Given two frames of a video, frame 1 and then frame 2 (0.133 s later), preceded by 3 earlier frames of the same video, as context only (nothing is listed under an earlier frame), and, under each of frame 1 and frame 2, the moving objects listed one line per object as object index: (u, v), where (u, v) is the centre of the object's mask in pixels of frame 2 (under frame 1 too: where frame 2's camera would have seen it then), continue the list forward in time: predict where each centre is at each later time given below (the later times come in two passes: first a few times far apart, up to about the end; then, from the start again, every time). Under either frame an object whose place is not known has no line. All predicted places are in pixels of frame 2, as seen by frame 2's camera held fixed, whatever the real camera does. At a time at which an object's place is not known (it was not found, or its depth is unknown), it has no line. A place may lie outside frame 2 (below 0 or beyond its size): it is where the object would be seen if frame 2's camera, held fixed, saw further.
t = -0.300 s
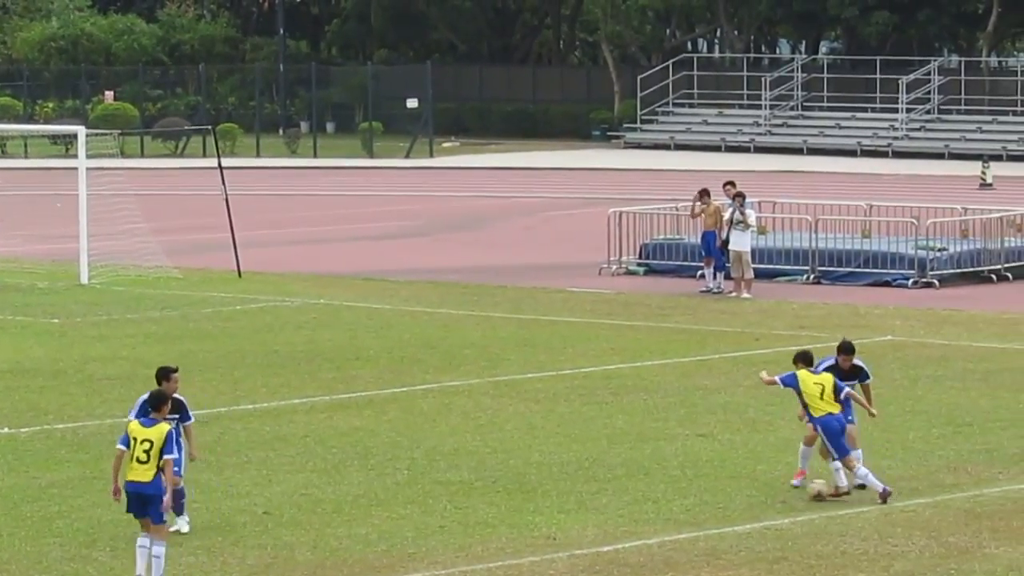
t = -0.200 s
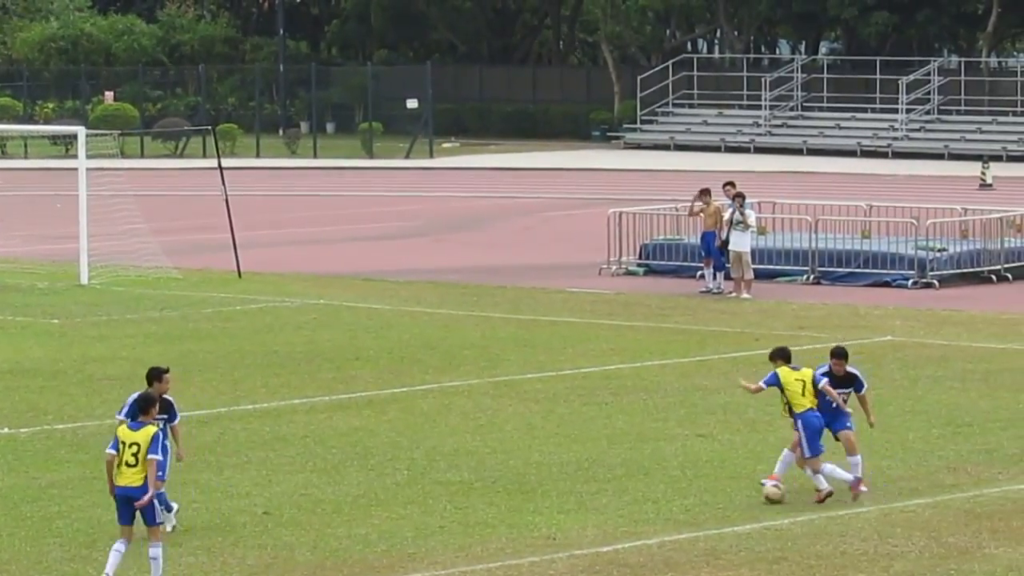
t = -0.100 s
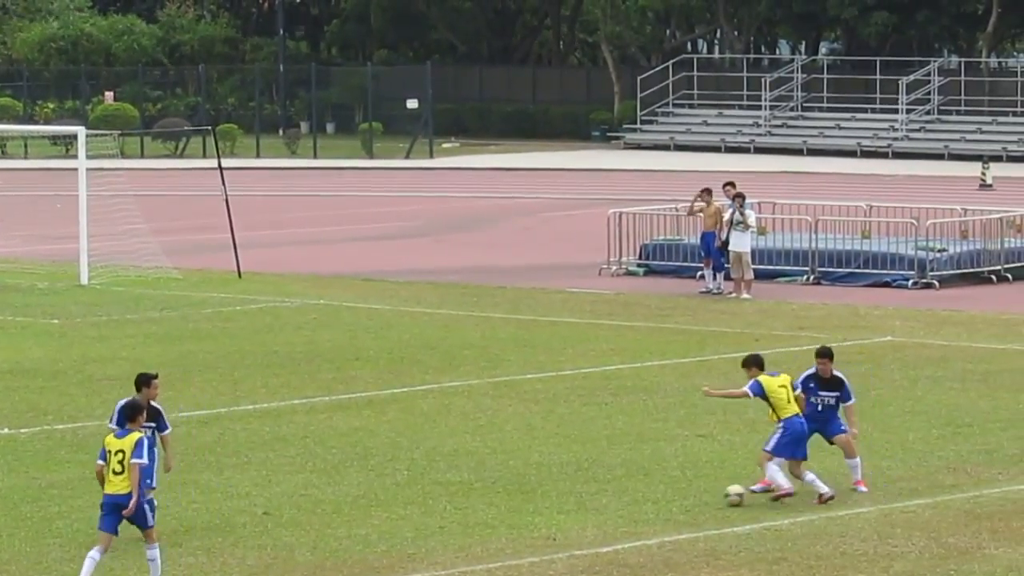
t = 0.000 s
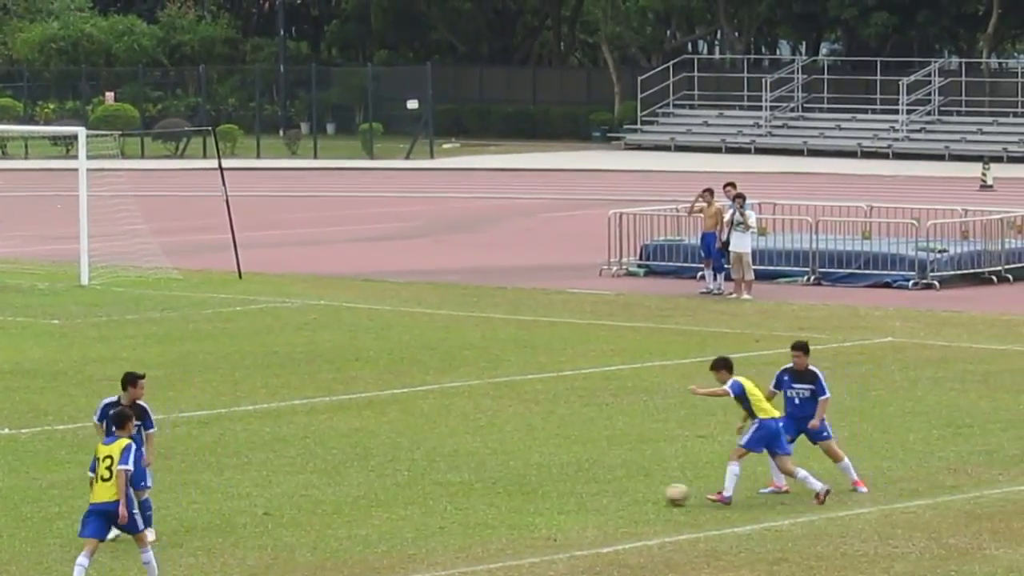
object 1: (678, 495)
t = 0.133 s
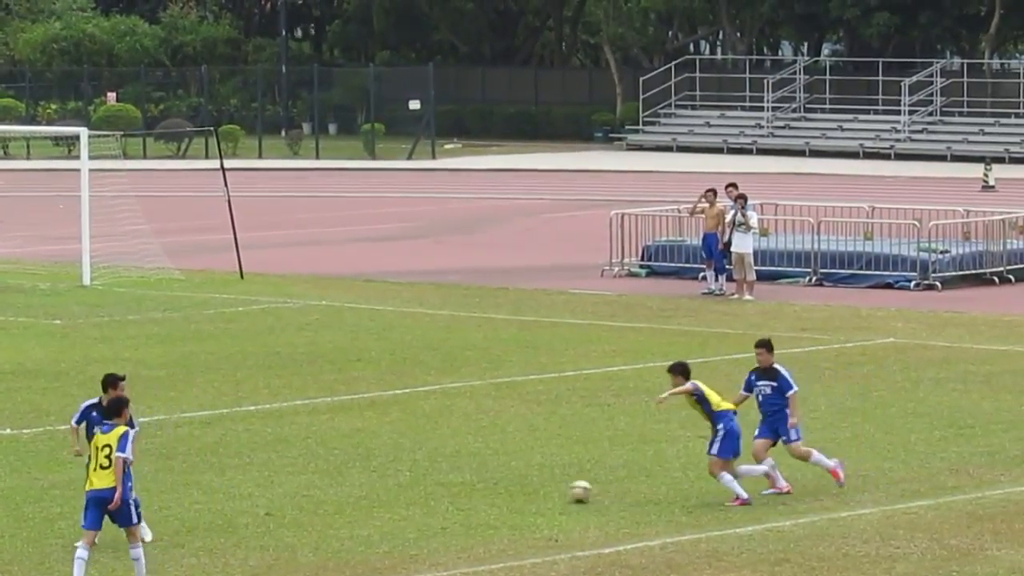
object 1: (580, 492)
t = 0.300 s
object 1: (479, 488)
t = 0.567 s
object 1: (346, 481)
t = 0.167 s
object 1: (558, 491)
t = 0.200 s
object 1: (536, 490)
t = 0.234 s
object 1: (517, 489)
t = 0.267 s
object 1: (497, 488)
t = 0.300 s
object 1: (479, 488)
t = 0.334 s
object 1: (460, 488)
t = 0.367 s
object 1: (442, 486)
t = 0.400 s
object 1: (426, 485)
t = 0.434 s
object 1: (409, 485)
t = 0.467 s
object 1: (392, 485)
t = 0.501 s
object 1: (377, 483)
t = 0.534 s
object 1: (361, 481)
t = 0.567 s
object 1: (346, 481)
